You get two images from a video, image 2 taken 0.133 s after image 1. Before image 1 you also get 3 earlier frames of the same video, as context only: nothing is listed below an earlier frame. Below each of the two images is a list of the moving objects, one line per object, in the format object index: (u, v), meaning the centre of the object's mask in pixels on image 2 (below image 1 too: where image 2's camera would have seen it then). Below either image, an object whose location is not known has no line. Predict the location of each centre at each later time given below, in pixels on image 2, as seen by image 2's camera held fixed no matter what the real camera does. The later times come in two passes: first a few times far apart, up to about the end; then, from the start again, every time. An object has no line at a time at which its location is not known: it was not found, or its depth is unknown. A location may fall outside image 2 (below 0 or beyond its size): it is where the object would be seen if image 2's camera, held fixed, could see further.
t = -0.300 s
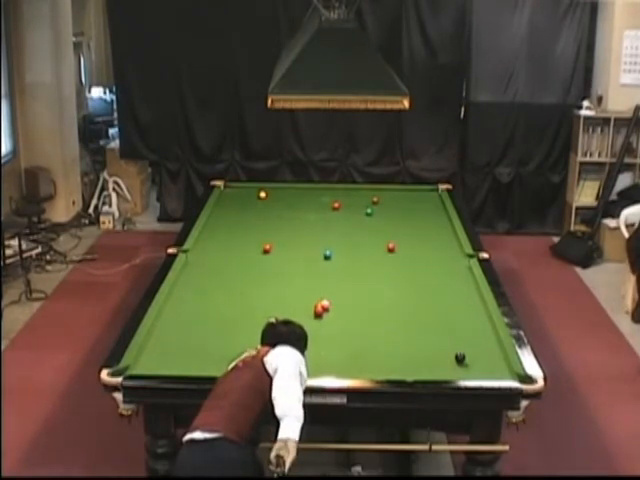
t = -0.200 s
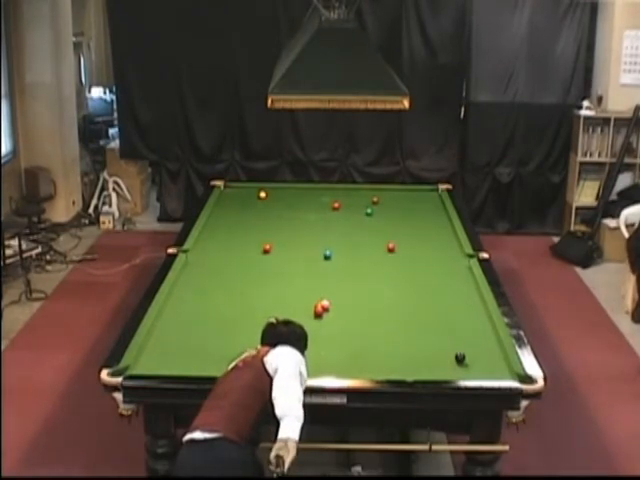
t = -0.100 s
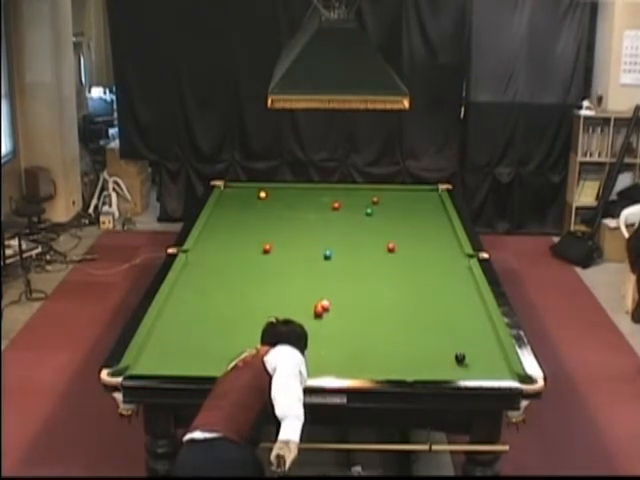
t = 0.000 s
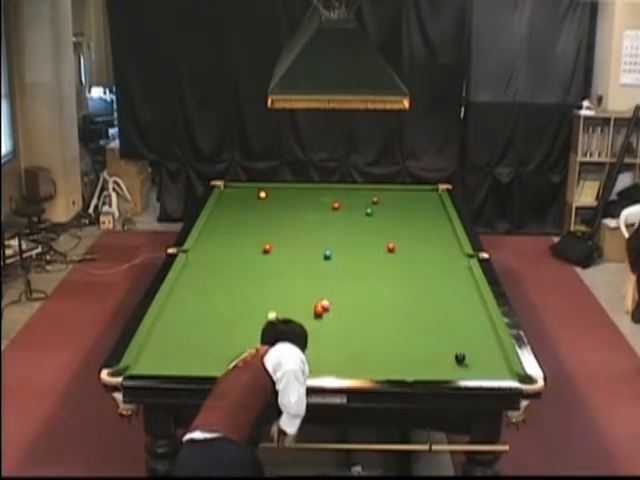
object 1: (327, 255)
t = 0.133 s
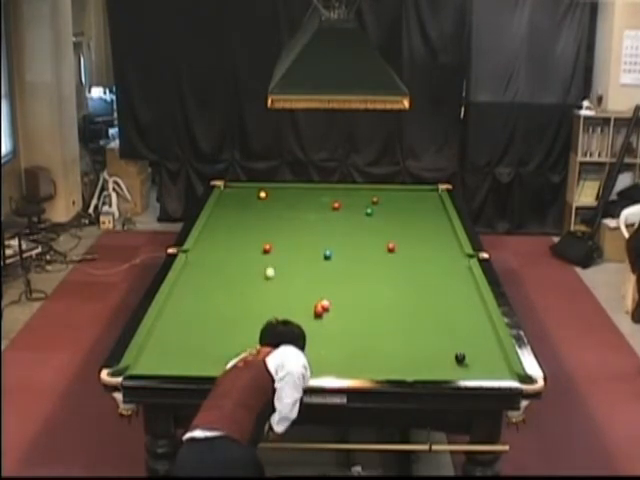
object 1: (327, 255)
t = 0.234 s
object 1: (327, 255)
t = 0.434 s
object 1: (327, 255)
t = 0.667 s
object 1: (327, 256)
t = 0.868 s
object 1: (327, 255)
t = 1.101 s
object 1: (327, 255)
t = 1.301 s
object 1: (327, 255)
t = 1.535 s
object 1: (327, 255)
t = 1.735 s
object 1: (327, 255)
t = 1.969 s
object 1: (345, 262)
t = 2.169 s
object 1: (365, 268)
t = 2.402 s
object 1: (390, 276)
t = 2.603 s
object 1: (411, 283)
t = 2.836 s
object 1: (436, 291)
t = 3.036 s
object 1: (457, 298)
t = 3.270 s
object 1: (483, 306)
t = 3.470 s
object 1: (473, 311)
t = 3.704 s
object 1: (460, 316)
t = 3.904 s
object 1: (450, 320)
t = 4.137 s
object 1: (439, 324)
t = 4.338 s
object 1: (429, 329)
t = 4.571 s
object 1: (419, 332)
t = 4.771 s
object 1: (410, 336)
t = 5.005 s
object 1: (400, 341)
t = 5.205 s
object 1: (393, 344)
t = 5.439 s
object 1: (384, 348)
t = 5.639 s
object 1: (377, 351)
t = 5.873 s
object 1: (370, 353)
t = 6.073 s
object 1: (365, 355)
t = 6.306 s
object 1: (360, 357)
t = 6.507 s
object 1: (355, 359)
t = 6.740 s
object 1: (352, 361)
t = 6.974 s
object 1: (348, 362)
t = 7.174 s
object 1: (347, 362)
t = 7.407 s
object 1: (345, 363)
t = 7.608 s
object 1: (345, 363)
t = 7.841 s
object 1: (345, 362)
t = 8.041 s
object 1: (345, 362)
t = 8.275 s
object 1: (345, 363)
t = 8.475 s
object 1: (345, 362)
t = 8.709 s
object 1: (345, 363)
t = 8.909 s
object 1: (345, 363)
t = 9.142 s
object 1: (345, 363)
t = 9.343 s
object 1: (345, 363)
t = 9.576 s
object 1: (346, 362)
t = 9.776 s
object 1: (346, 362)
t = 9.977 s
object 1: (346, 362)
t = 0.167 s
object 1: (327, 255)
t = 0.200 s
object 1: (327, 255)
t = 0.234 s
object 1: (327, 255)
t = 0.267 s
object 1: (327, 255)
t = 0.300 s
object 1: (327, 255)
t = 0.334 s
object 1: (327, 255)
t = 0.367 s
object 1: (327, 255)
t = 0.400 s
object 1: (327, 255)
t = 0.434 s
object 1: (327, 255)
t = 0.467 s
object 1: (327, 255)
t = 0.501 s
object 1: (327, 255)
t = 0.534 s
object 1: (327, 255)
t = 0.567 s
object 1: (327, 255)
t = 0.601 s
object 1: (327, 255)
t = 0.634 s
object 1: (327, 255)
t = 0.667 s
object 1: (327, 256)
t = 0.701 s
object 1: (327, 257)
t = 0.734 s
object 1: (327, 256)
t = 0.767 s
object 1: (327, 255)
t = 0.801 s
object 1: (327, 255)
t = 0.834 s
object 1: (327, 255)
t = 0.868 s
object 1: (327, 255)
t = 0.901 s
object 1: (327, 255)
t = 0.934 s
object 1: (327, 255)
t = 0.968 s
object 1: (327, 255)
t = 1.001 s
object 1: (327, 255)
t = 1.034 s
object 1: (327, 255)
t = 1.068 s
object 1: (327, 255)
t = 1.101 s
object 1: (327, 255)
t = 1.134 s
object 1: (327, 255)
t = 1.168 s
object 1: (327, 255)
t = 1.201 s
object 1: (327, 255)
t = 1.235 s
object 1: (327, 255)
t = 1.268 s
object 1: (327, 255)
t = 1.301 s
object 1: (327, 255)
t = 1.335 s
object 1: (327, 255)
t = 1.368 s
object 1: (327, 255)
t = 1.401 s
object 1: (327, 255)
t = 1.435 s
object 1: (327, 255)
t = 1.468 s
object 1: (327, 255)
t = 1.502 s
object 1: (327, 255)
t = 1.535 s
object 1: (327, 255)
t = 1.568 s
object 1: (327, 255)
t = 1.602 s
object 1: (327, 255)
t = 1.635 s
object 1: (327, 255)
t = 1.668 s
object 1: (327, 255)
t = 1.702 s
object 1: (327, 255)
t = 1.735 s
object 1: (327, 255)
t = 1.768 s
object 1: (327, 255)
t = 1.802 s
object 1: (327, 255)
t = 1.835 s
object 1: (329, 256)
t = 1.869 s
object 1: (333, 257)
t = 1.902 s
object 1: (337, 259)
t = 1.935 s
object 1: (341, 261)
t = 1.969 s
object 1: (345, 262)
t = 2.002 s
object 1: (348, 262)
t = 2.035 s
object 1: (352, 264)
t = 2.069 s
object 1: (355, 265)
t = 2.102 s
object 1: (359, 266)
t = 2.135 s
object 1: (362, 267)
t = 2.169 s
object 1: (365, 268)
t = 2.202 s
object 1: (369, 269)
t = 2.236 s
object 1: (372, 271)
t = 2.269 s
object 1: (376, 272)
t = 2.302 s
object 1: (379, 273)
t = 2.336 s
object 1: (383, 274)
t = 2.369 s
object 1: (386, 275)
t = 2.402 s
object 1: (390, 276)
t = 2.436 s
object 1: (393, 277)
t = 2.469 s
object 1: (397, 278)
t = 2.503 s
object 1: (400, 280)
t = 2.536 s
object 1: (403, 281)
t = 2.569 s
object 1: (407, 282)
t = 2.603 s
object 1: (411, 283)
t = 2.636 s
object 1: (414, 284)
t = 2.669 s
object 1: (418, 285)
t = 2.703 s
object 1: (421, 286)
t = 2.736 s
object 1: (424, 288)
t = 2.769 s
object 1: (428, 289)
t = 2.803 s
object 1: (432, 290)
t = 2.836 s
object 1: (436, 291)
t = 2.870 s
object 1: (439, 292)
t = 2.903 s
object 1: (443, 293)
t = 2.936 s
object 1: (447, 294)
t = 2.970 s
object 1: (450, 295)
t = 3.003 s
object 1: (453, 297)
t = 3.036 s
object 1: (457, 298)
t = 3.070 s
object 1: (461, 299)
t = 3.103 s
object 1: (464, 301)
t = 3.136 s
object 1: (468, 302)
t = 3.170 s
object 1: (471, 303)
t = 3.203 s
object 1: (475, 304)
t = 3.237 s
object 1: (479, 306)
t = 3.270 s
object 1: (483, 306)
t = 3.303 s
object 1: (481, 307)
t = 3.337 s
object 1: (479, 308)
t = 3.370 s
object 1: (477, 309)
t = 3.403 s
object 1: (476, 309)
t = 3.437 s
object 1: (474, 310)
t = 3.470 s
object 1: (473, 311)
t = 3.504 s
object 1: (471, 312)
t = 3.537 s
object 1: (469, 312)
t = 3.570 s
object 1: (467, 313)
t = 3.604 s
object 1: (465, 314)
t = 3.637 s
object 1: (464, 315)
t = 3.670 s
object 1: (462, 315)
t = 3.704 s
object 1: (460, 316)
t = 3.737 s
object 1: (459, 317)
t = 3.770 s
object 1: (457, 318)
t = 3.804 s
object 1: (456, 318)
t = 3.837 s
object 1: (454, 319)
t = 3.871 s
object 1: (452, 319)
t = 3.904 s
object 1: (450, 320)
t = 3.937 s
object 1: (449, 321)
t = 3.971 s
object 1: (447, 322)
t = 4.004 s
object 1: (445, 322)
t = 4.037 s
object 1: (444, 323)
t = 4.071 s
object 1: (442, 323)
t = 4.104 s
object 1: (441, 324)
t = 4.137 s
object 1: (439, 324)
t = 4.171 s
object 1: (437, 325)
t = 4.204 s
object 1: (435, 327)
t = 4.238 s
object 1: (434, 327)
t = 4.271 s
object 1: (433, 327)
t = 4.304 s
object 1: (431, 328)
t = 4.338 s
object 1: (429, 329)
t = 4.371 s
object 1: (428, 329)
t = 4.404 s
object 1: (426, 330)
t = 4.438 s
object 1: (425, 330)
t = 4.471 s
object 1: (423, 331)
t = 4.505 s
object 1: (422, 332)
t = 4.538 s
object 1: (421, 332)
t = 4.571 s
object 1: (419, 332)
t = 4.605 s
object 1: (417, 333)
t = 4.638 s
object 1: (416, 334)
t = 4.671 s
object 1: (414, 335)
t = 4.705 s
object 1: (413, 335)
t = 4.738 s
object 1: (411, 336)
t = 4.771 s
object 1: (410, 336)
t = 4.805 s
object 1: (408, 337)
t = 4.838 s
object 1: (407, 337)
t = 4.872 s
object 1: (406, 338)
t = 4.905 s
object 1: (404, 339)
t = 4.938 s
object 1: (403, 339)
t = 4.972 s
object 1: (402, 340)
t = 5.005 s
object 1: (400, 341)
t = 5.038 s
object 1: (399, 342)
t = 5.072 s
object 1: (397, 342)
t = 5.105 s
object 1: (397, 342)
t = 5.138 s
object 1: (395, 343)
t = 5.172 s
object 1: (394, 343)
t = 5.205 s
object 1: (393, 344)
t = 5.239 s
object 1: (392, 344)
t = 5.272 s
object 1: (390, 345)
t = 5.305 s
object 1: (389, 346)
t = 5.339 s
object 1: (387, 346)
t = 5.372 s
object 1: (386, 346)
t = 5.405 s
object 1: (385, 348)
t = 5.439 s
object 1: (384, 348)
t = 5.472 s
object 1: (383, 349)
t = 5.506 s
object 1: (381, 349)
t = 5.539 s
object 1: (380, 350)
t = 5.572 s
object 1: (379, 350)
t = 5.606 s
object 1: (378, 351)
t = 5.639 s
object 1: (377, 351)
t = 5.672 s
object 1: (377, 351)
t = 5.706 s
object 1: (375, 351)
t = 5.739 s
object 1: (374, 352)
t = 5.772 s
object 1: (373, 352)
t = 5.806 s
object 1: (372, 353)
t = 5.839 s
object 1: (372, 353)
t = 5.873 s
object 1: (370, 353)
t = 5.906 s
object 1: (369, 354)
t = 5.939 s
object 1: (368, 354)
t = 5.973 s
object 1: (368, 354)
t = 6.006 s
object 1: (367, 354)
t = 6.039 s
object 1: (366, 355)
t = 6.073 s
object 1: (365, 355)
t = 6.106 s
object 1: (364, 355)
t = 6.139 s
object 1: (363, 355)
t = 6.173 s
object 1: (362, 356)
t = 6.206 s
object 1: (362, 356)
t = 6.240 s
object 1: (361, 357)
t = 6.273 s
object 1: (360, 357)
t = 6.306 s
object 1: (360, 357)
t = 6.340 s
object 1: (359, 358)
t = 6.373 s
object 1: (358, 358)
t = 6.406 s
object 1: (357, 358)
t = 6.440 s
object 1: (357, 359)
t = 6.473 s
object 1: (356, 359)
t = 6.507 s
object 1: (355, 359)
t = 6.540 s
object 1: (355, 359)
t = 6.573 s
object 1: (354, 360)
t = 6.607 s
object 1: (353, 360)
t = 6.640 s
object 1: (353, 360)
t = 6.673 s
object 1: (352, 360)
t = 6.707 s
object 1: (352, 361)
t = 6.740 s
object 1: (352, 361)
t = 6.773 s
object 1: (351, 360)
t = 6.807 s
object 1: (351, 361)
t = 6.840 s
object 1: (350, 361)
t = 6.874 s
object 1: (350, 361)
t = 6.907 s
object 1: (349, 361)
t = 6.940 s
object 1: (349, 361)
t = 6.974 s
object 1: (348, 362)
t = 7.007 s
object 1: (348, 362)
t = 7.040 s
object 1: (348, 361)
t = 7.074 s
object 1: (347, 361)
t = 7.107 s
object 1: (347, 362)
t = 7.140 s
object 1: (347, 362)
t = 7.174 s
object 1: (347, 362)
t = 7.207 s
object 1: (347, 362)
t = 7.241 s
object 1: (346, 362)
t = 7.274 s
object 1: (346, 362)
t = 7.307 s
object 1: (346, 362)
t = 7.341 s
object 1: (346, 362)
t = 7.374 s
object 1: (345, 362)
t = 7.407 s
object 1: (345, 363)
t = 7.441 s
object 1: (345, 363)
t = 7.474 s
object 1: (346, 362)
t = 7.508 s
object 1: (345, 362)
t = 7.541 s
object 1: (345, 363)
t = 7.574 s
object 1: (345, 363)
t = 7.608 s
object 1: (345, 363)
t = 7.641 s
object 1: (346, 363)
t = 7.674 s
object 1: (345, 363)
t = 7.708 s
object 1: (345, 362)
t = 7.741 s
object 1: (345, 363)
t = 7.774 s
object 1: (345, 362)
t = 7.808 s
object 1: (345, 362)
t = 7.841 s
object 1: (345, 362)
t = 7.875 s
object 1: (345, 362)
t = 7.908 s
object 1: (345, 362)
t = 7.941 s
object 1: (345, 363)
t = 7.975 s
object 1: (345, 363)
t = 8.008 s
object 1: (345, 362)
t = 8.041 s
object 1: (345, 362)
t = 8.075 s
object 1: (345, 362)
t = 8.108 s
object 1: (345, 362)
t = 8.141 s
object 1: (345, 363)
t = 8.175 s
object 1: (345, 362)
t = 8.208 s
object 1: (345, 363)
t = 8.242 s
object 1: (345, 362)
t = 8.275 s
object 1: (345, 363)
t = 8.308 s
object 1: (345, 362)
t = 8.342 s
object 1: (345, 363)
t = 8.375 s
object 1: (345, 362)
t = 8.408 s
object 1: (345, 362)
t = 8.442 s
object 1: (345, 362)
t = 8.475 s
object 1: (345, 362)
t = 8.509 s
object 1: (345, 362)
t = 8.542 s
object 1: (345, 363)
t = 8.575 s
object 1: (345, 363)
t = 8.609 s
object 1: (345, 363)
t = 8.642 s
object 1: (345, 362)
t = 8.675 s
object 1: (346, 362)
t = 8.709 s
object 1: (345, 363)
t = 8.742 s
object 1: (345, 363)
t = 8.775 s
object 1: (345, 363)
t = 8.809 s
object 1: (345, 363)
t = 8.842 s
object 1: (345, 363)
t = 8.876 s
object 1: (346, 363)
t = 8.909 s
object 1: (345, 363)
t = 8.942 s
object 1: (345, 363)
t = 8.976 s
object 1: (345, 363)
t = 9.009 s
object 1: (345, 363)
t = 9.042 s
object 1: (345, 363)
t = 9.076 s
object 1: (346, 363)
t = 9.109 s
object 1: (346, 363)
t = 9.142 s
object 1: (345, 363)
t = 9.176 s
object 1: (346, 363)
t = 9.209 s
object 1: (345, 363)
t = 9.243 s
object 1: (346, 363)
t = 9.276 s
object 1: (346, 363)
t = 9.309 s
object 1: (345, 363)
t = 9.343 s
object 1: (345, 363)
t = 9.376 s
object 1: (346, 363)
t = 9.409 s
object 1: (346, 363)
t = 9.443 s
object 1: (346, 363)
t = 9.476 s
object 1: (345, 363)
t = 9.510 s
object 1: (346, 363)
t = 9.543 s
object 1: (345, 363)
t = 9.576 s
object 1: (346, 362)
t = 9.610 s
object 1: (346, 363)
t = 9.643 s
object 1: (346, 363)
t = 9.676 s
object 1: (345, 363)
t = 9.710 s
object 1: (346, 362)
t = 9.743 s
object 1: (345, 363)
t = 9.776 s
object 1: (346, 362)
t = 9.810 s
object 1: (345, 363)
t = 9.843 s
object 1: (346, 362)
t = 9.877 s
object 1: (345, 363)
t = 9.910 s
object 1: (346, 362)
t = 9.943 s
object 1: (345, 363)
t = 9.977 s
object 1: (346, 362)
